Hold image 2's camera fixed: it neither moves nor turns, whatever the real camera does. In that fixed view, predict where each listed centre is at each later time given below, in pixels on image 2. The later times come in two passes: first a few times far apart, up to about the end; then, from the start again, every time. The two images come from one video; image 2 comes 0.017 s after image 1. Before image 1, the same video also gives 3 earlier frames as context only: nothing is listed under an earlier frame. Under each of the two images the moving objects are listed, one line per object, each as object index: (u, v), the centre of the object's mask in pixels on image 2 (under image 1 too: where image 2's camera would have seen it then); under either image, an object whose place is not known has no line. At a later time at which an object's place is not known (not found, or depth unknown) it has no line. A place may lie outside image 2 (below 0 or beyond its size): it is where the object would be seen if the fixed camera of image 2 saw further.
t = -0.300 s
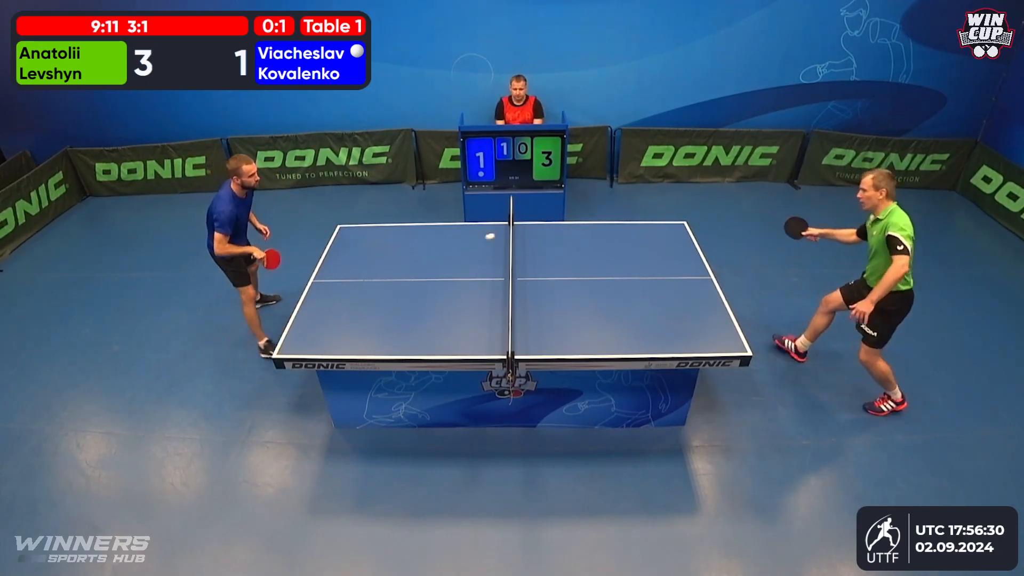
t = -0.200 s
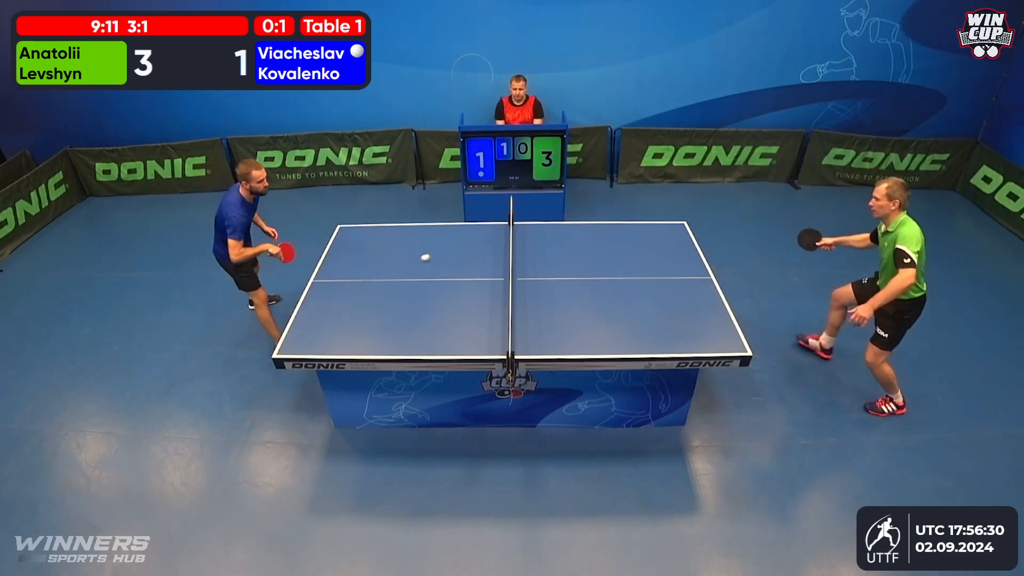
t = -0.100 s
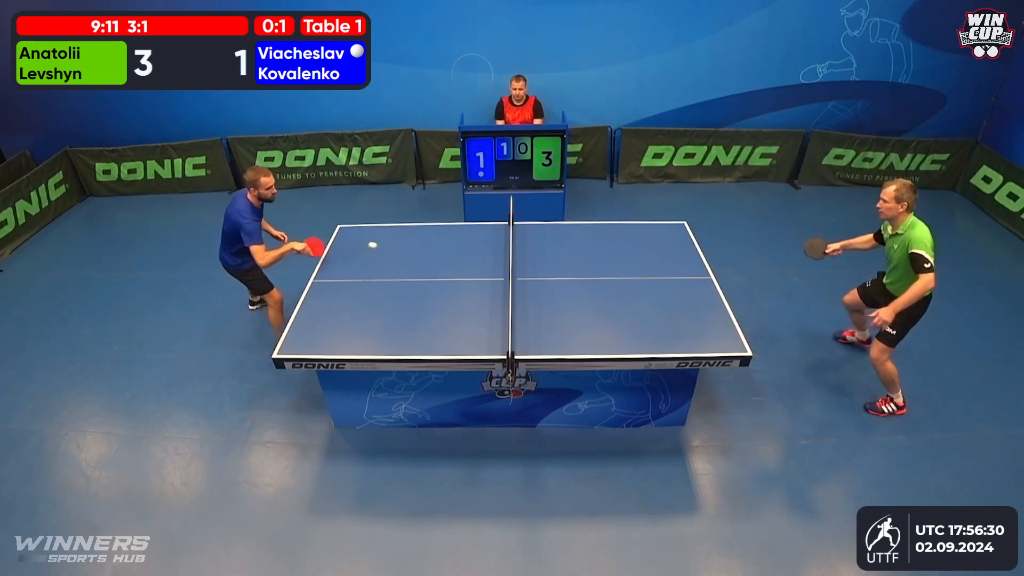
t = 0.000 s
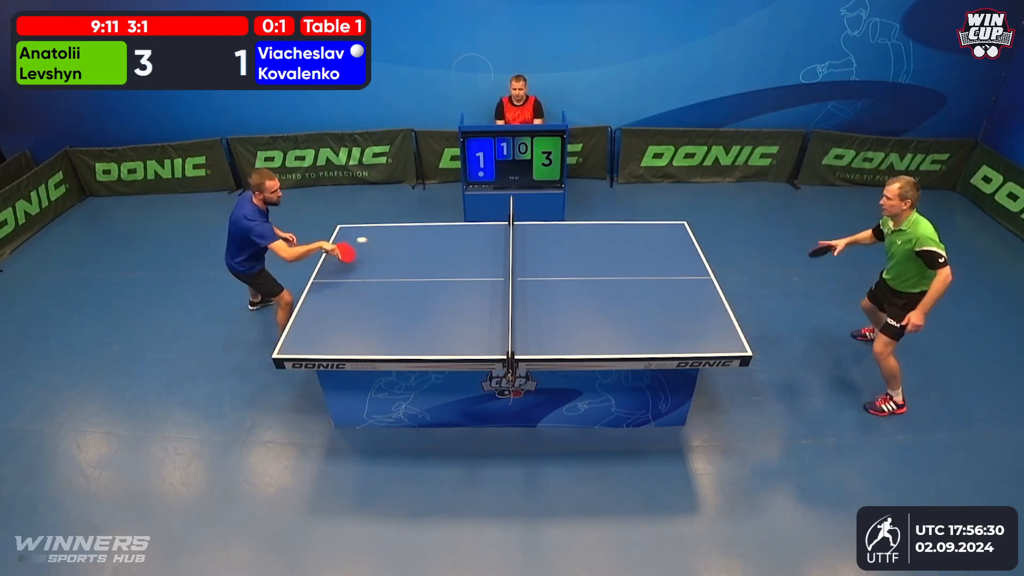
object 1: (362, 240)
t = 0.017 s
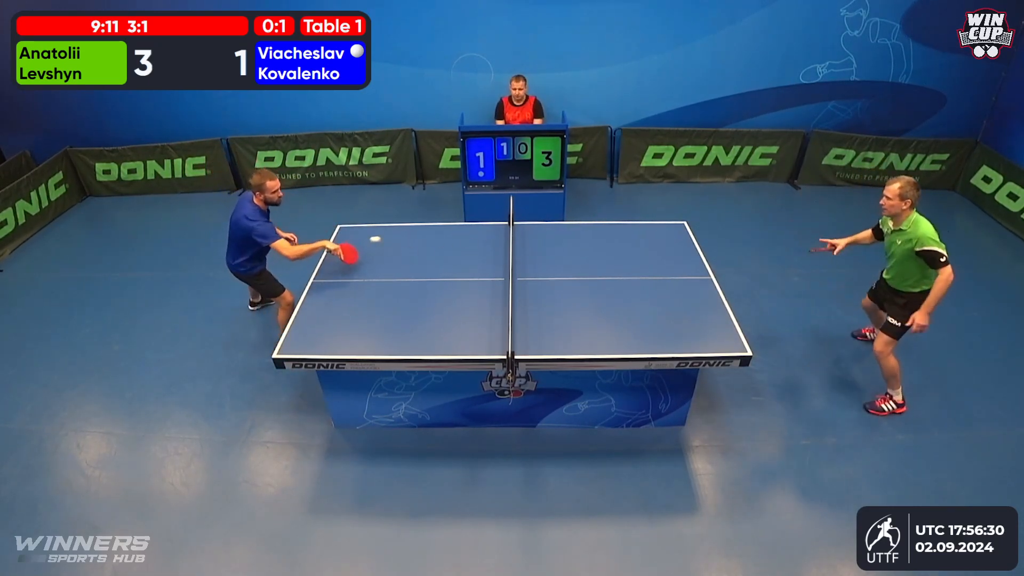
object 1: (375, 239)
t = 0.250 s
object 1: (558, 259)
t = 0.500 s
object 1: (712, 269)
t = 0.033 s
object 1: (388, 238)
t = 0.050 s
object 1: (402, 238)
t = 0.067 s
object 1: (415, 238)
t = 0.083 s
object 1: (428, 238)
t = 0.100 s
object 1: (441, 237)
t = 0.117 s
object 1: (454, 240)
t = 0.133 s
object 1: (468, 241)
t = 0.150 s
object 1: (481, 243)
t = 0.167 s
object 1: (494, 245)
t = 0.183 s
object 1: (507, 247)
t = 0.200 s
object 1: (520, 250)
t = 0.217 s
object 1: (533, 252)
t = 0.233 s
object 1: (545, 255)
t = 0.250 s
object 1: (558, 259)
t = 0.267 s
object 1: (570, 262)
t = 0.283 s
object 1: (582, 266)
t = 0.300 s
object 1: (594, 271)
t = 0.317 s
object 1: (605, 275)
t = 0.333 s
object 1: (617, 280)
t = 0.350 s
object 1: (626, 277)
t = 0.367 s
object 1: (636, 274)
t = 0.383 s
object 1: (646, 273)
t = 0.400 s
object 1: (656, 271)
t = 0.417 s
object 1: (665, 270)
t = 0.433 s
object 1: (674, 269)
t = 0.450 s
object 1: (684, 268)
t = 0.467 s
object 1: (693, 268)
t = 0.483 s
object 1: (702, 268)
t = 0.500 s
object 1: (712, 269)
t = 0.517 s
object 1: (719, 269)
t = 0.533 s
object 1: (728, 270)
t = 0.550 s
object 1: (736, 271)
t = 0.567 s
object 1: (744, 273)
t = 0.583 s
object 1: (752, 275)
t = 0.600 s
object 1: (760, 277)
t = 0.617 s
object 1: (768, 280)
